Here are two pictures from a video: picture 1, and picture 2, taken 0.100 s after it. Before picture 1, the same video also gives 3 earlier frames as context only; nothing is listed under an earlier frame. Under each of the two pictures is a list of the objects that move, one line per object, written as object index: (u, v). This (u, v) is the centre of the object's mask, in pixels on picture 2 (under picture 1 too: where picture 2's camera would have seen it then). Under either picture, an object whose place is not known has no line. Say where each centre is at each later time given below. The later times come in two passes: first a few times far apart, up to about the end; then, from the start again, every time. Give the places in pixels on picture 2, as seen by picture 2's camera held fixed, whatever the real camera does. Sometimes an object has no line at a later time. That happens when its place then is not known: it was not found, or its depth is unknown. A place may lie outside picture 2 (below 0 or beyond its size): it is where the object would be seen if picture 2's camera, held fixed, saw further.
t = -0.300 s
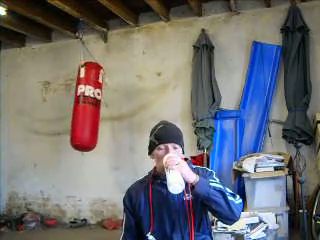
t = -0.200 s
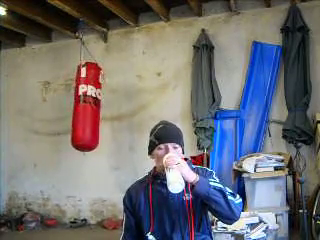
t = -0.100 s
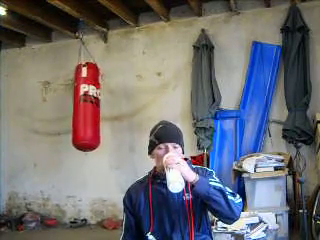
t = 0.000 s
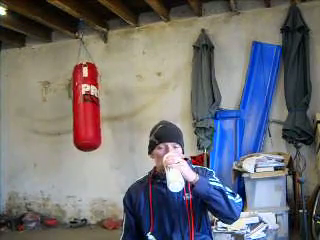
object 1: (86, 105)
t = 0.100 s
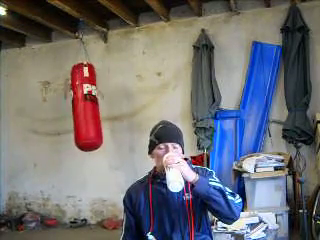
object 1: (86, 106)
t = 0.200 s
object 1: (85, 105)
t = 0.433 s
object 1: (83, 105)
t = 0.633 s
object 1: (82, 104)
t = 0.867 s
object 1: (82, 102)
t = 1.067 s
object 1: (82, 103)
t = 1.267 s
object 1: (85, 102)
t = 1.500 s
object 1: (88, 102)
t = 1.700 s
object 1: (88, 103)
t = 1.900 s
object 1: (87, 103)
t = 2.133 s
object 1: (84, 104)
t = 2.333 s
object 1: (81, 105)
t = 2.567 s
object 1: (80, 106)
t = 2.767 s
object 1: (80, 103)
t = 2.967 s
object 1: (82, 102)
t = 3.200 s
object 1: (85, 102)
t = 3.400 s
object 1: (88, 99)
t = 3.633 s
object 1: (89, 101)
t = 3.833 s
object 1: (88, 99)
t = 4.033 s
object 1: (86, 100)
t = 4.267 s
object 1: (83, 103)
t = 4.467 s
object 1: (81, 103)
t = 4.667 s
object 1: (80, 104)
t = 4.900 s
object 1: (83, 103)
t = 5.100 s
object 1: (86, 103)
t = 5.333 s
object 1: (90, 102)
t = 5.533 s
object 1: (92, 106)
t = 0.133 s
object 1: (85, 105)
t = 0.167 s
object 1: (85, 106)
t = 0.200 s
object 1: (85, 105)
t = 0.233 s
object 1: (85, 105)
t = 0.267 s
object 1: (84, 105)
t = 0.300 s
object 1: (84, 105)
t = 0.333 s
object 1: (84, 105)
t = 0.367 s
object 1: (83, 105)
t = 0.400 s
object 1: (83, 106)
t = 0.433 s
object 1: (83, 105)
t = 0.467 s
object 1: (83, 105)
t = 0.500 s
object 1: (83, 105)
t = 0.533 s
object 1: (82, 105)
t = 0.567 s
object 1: (82, 105)
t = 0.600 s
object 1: (82, 104)
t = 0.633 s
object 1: (82, 104)
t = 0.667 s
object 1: (82, 103)
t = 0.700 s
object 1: (82, 103)
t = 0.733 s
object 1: (82, 103)
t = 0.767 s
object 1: (82, 103)
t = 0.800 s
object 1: (82, 103)
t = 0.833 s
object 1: (82, 103)
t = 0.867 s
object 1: (82, 102)
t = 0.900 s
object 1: (82, 102)
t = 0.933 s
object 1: (82, 102)
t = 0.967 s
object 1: (82, 102)
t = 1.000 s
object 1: (82, 101)
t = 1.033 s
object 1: (82, 103)
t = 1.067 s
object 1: (82, 103)
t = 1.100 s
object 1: (83, 102)
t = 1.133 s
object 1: (83, 101)
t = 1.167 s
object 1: (83, 103)
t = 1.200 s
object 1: (84, 100)
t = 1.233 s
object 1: (84, 102)
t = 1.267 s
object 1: (85, 102)
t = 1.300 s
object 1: (85, 100)
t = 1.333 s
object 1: (86, 102)
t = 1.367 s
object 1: (86, 103)
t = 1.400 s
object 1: (87, 100)
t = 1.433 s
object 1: (87, 104)
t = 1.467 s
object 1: (88, 104)
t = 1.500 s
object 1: (88, 102)
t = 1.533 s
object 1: (88, 102)
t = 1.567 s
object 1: (88, 104)
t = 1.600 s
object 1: (88, 105)
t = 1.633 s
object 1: (88, 105)
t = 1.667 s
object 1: (88, 103)
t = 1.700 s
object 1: (88, 103)
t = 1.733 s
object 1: (87, 106)
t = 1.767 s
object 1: (87, 106)
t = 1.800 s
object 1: (87, 106)
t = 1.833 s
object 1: (87, 106)
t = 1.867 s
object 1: (87, 106)
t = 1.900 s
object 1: (87, 103)
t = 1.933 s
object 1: (86, 103)
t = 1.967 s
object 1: (86, 104)
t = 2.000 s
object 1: (86, 103)
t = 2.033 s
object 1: (85, 102)
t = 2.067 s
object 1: (85, 104)
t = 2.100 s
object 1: (84, 104)
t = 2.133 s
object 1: (84, 104)
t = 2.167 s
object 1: (83, 105)
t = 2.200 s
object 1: (83, 105)
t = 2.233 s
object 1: (82, 104)
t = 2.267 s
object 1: (82, 104)
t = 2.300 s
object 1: (82, 105)
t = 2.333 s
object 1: (81, 105)
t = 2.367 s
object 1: (81, 104)
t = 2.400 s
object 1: (81, 105)
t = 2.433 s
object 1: (80, 106)
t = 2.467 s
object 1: (80, 106)
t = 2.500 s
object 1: (80, 106)
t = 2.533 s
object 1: (80, 106)
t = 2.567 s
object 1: (80, 106)
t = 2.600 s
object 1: (80, 106)
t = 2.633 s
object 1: (80, 106)
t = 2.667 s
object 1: (80, 104)
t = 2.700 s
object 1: (80, 105)
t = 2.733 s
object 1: (80, 104)
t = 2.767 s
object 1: (80, 103)
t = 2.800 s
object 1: (81, 106)
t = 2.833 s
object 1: (81, 102)
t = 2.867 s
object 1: (81, 102)
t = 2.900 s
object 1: (81, 101)
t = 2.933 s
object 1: (82, 102)
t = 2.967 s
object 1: (82, 102)
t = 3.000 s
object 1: (83, 101)
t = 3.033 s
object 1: (83, 102)
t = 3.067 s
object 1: (83, 102)
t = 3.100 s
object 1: (84, 100)
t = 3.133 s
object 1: (85, 102)
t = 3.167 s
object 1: (85, 102)
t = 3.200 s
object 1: (85, 102)
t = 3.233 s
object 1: (86, 100)
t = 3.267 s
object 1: (86, 99)
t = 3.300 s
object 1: (86, 99)
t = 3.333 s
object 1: (87, 99)
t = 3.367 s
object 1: (87, 99)
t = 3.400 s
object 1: (88, 99)
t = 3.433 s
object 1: (88, 98)
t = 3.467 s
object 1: (88, 98)
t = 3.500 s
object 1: (88, 98)
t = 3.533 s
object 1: (89, 98)
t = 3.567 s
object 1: (89, 101)
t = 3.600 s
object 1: (89, 102)
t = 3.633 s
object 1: (89, 101)
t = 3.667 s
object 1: (89, 98)
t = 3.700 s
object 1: (89, 98)
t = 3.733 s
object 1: (89, 98)
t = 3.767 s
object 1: (89, 99)
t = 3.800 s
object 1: (88, 99)
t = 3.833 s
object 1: (88, 99)
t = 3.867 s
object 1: (87, 99)
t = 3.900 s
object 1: (87, 99)
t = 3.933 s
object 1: (87, 100)
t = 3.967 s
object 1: (87, 99)
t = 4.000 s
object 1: (86, 100)
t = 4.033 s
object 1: (86, 100)
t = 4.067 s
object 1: (86, 100)
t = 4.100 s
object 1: (85, 101)
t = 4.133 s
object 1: (85, 101)
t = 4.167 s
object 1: (84, 101)
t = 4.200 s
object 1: (84, 101)
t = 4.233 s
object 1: (84, 103)
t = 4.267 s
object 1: (83, 103)
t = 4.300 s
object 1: (83, 103)
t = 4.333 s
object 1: (82, 103)
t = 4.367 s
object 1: (82, 103)
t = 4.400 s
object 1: (82, 103)
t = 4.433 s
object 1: (82, 103)
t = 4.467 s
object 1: (81, 103)
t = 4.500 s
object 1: (81, 103)
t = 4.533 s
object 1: (80, 103)
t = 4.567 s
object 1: (79, 104)
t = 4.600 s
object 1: (79, 104)
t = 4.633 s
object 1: (79, 104)
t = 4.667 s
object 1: (80, 104)
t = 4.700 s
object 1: (80, 104)
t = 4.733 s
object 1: (80, 103)
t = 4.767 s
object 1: (80, 104)
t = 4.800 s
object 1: (81, 104)
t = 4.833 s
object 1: (81, 103)
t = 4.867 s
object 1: (82, 103)
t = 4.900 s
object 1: (83, 103)
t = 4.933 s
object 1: (83, 103)
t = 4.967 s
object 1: (84, 103)
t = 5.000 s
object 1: (84, 103)
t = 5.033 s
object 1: (85, 103)
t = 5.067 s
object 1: (86, 103)
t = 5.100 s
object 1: (86, 103)
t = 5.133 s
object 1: (87, 103)
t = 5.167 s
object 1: (88, 103)
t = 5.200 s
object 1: (88, 102)
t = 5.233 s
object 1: (89, 103)
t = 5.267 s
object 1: (89, 103)
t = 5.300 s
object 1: (90, 102)
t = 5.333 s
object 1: (90, 102)
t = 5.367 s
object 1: (91, 102)
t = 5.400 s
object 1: (91, 102)
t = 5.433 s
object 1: (91, 102)
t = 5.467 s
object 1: (92, 102)
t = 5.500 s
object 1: (92, 103)
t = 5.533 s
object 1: (92, 106)
